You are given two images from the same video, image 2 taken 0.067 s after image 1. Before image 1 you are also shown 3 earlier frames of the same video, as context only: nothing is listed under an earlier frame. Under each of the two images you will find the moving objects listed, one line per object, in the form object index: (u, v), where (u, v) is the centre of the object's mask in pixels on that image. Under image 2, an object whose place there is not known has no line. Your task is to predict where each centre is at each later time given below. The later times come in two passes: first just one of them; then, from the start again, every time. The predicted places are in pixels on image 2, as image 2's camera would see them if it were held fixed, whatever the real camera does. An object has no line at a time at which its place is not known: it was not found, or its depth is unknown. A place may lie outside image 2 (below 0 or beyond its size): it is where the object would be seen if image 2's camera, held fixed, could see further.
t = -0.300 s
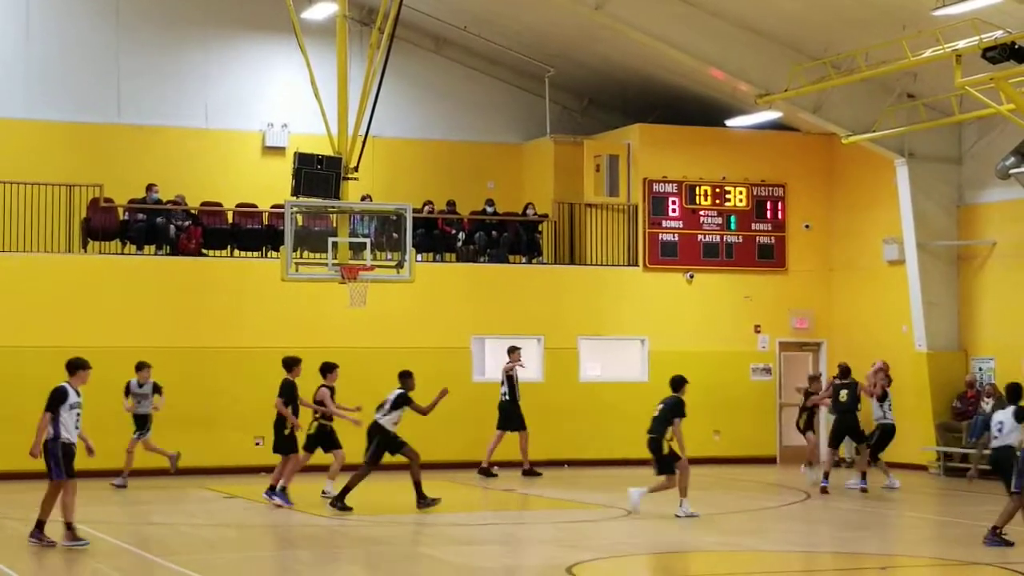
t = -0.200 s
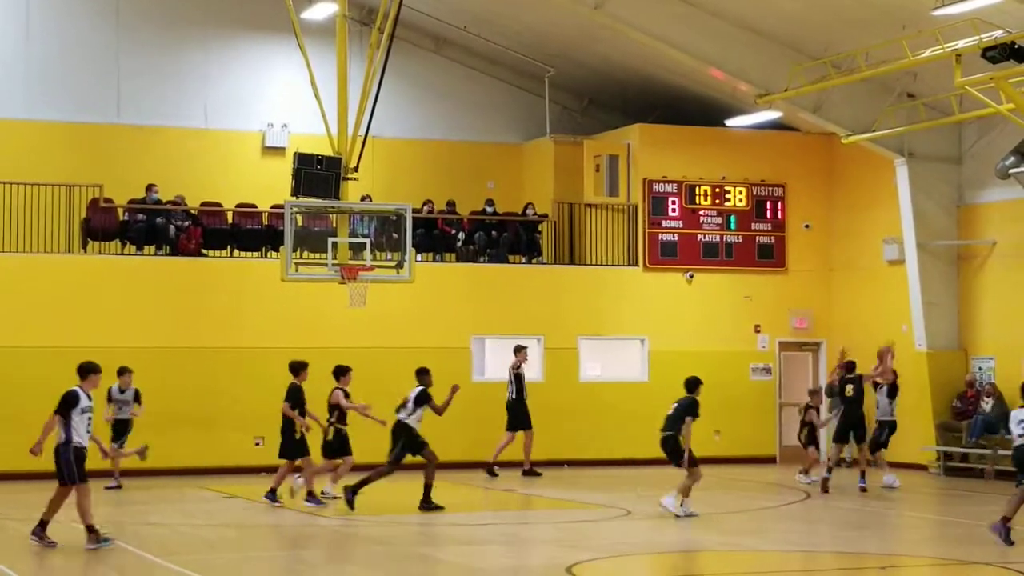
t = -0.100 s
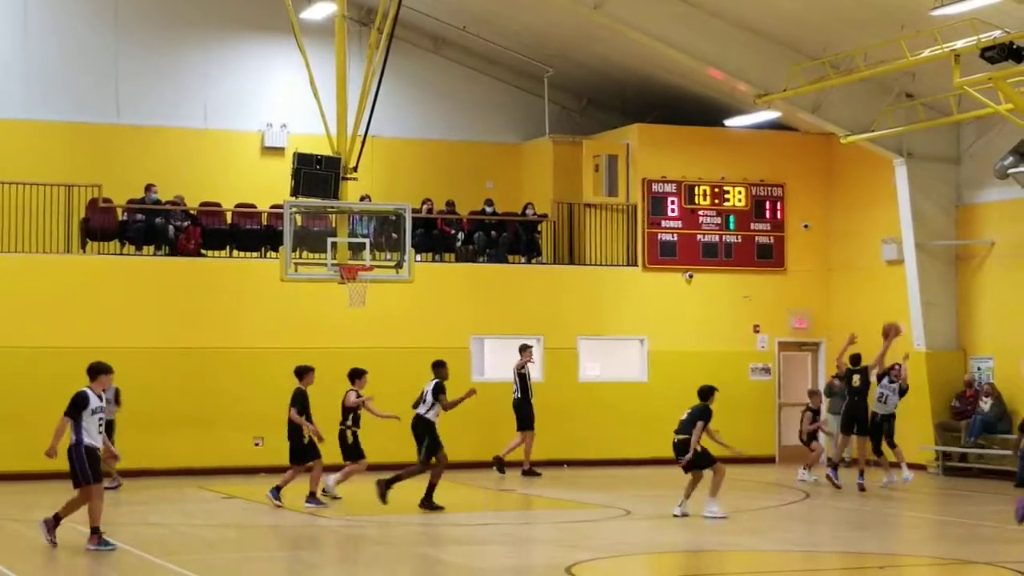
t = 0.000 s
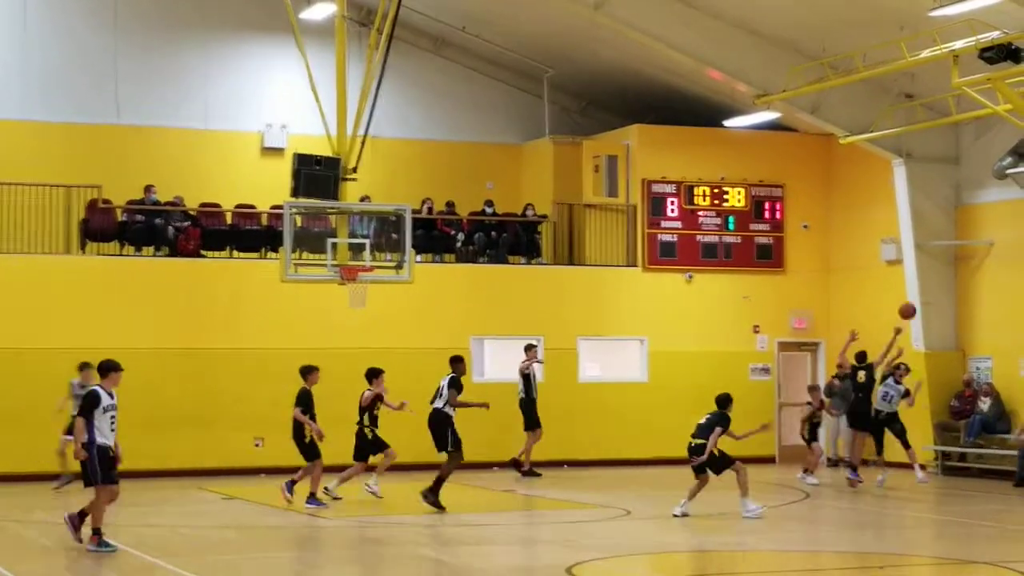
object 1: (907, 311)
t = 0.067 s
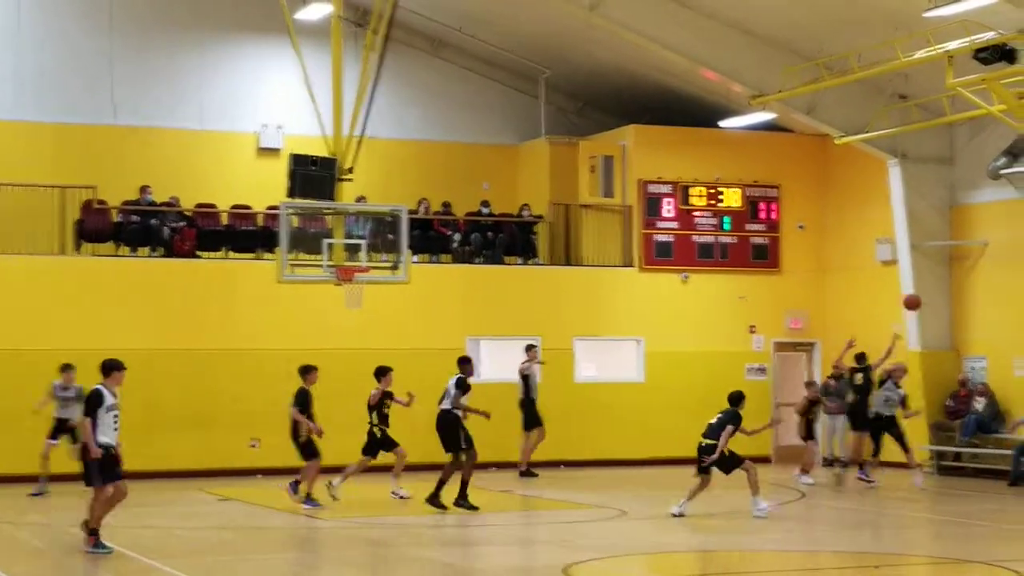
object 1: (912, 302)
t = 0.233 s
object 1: (937, 294)
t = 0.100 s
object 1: (917, 299)
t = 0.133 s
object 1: (922, 297)
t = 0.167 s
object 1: (927, 295)
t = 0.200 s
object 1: (931, 294)
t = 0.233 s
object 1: (937, 294)
